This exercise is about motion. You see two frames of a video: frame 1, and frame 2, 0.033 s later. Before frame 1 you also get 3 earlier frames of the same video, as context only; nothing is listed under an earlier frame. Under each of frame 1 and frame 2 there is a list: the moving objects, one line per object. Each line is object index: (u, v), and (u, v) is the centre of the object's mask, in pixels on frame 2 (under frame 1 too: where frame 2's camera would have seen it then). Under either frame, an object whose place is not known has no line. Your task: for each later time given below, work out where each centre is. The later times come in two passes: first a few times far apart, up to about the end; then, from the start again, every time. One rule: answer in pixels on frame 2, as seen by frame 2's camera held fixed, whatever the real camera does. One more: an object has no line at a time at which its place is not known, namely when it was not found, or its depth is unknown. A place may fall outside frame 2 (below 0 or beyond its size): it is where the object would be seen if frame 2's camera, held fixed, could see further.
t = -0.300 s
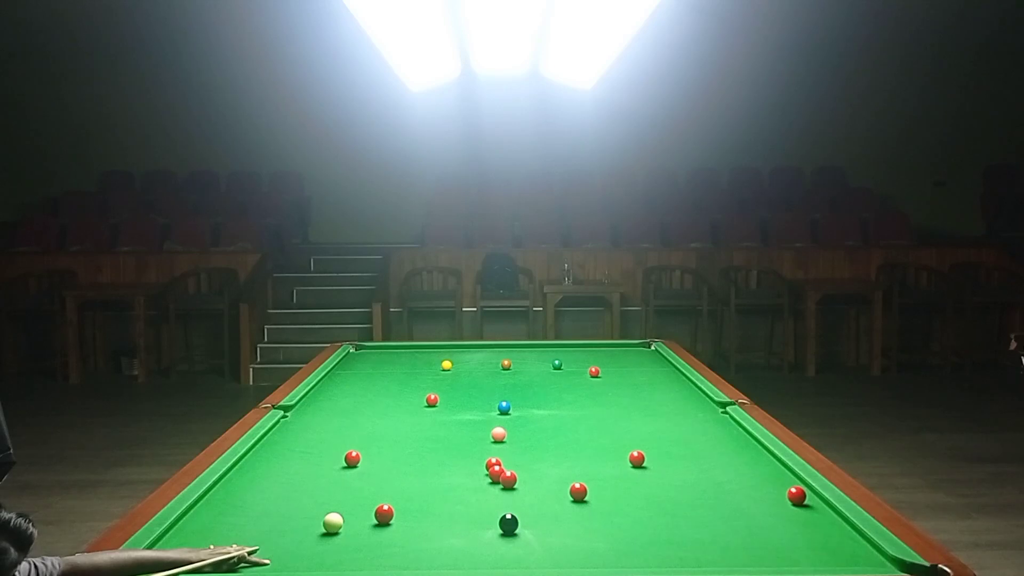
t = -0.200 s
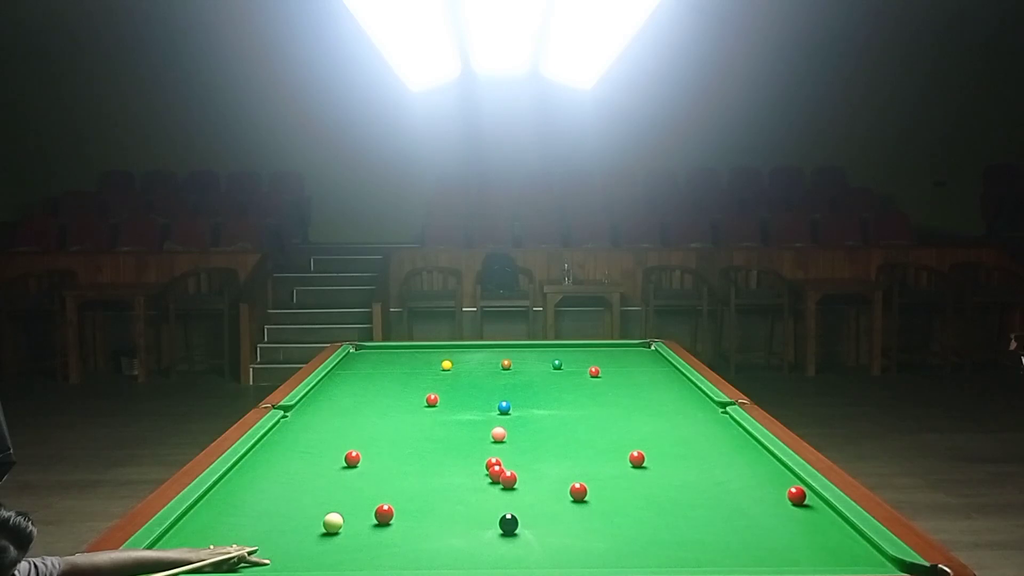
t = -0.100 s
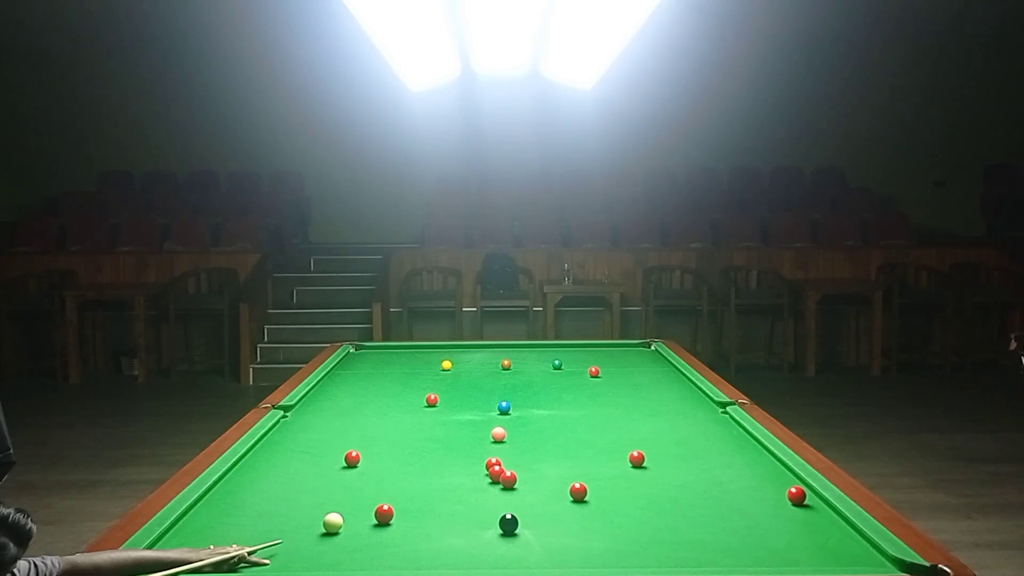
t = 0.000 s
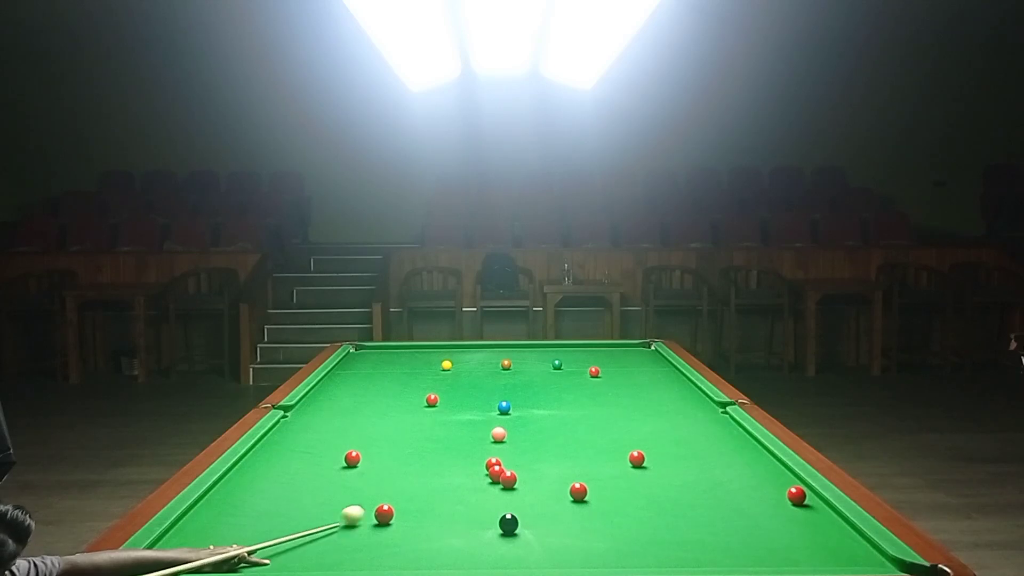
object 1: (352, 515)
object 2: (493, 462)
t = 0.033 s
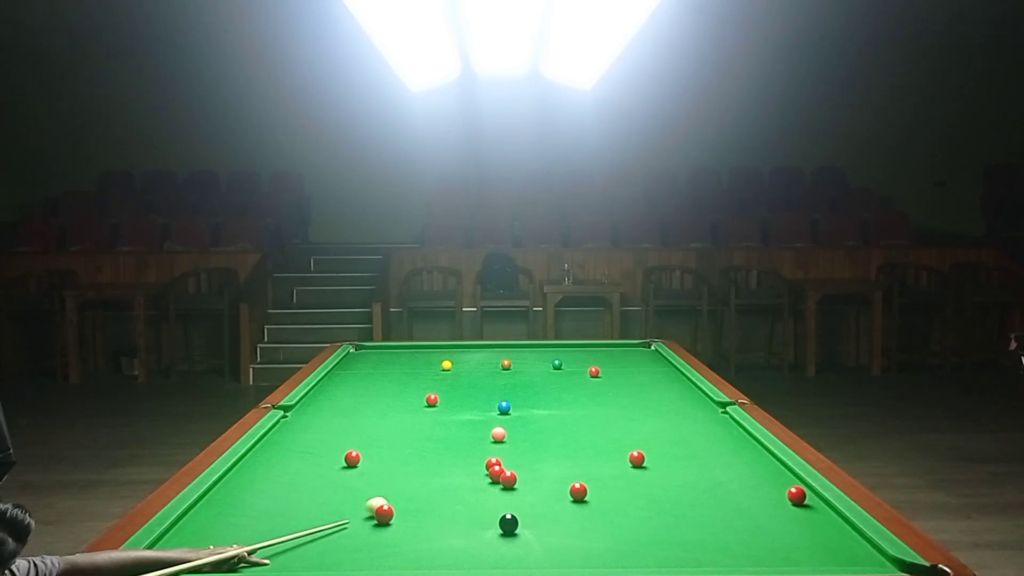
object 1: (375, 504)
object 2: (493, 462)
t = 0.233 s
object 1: (480, 468)
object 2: (498, 461)
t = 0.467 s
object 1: (469, 464)
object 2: (584, 442)
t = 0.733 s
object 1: (457, 460)
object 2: (653, 425)
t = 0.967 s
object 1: (448, 457)
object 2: (705, 411)
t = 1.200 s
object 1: (440, 454)
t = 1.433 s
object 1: (433, 452)
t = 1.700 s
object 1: (427, 449)
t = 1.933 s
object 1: (421, 447)
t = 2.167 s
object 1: (417, 446)
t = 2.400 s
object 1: (414, 445)
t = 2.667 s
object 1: (411, 444)
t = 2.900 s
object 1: (409, 443)
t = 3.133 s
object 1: (407, 443)
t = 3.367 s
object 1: (407, 443)
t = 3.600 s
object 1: (407, 443)
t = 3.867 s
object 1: (407, 443)
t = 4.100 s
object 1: (407, 443)
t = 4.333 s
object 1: (407, 443)
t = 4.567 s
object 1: (407, 442)
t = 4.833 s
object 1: (407, 442)
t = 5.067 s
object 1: (407, 443)
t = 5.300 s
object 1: (407, 443)
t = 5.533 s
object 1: (407, 443)
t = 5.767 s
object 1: (407, 443)
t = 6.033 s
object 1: (407, 442)
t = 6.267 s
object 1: (407, 443)
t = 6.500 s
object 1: (407, 443)
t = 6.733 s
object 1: (407, 443)
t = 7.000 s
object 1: (407, 443)
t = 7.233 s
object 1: (407, 443)
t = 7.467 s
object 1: (407, 443)
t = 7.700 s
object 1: (407, 443)
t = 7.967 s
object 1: (407, 443)
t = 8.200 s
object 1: (407, 443)
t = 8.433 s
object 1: (407, 443)
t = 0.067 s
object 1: (399, 498)
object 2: (493, 462)
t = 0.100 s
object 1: (419, 491)
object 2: (493, 462)
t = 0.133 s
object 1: (438, 484)
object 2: (493, 462)
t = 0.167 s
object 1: (455, 477)
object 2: (493, 462)
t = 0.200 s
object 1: (470, 472)
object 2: (493, 462)
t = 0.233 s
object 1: (480, 468)
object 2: (498, 461)
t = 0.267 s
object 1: (478, 467)
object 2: (513, 460)
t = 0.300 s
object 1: (477, 467)
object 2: (527, 456)
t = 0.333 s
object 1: (475, 466)
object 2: (540, 453)
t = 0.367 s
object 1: (473, 466)
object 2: (552, 450)
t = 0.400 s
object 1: (472, 465)
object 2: (563, 447)
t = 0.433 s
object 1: (470, 465)
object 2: (574, 445)
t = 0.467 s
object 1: (469, 464)
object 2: (584, 442)
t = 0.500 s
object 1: (467, 464)
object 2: (593, 440)
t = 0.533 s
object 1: (466, 463)
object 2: (602, 438)
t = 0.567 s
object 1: (464, 463)
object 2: (611, 435)
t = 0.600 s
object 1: (463, 462)
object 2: (620, 433)
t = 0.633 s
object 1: (461, 461)
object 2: (629, 431)
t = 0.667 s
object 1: (460, 461)
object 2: (637, 429)
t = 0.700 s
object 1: (458, 460)
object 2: (645, 427)
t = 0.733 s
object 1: (457, 460)
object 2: (653, 425)
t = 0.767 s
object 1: (456, 460)
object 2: (661, 423)
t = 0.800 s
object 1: (454, 459)
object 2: (669, 421)
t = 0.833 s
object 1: (453, 459)
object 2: (677, 419)
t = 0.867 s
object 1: (452, 458)
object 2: (684, 417)
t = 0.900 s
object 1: (451, 458)
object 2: (691, 415)
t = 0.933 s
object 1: (449, 457)
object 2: (699, 413)
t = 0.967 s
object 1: (448, 457)
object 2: (705, 411)
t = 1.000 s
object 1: (447, 456)
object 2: (713, 410)
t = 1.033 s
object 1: (446, 456)
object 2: (719, 408)
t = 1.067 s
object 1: (445, 455)
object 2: (725, 406)
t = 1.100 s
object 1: (444, 455)
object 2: (731, 404)
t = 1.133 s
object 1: (443, 455)
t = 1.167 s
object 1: (441, 454)
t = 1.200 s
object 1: (440, 454)
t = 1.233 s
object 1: (439, 454)
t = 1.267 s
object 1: (438, 453)
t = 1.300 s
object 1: (437, 453)
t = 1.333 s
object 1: (436, 453)
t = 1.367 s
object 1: (435, 452)
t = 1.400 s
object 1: (434, 452)
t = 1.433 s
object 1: (433, 452)
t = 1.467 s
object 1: (432, 451)
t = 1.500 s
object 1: (432, 451)
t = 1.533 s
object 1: (431, 451)
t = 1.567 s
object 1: (430, 451)
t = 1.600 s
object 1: (429, 450)
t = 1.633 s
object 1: (428, 450)
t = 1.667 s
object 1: (427, 450)
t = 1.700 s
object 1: (427, 449)
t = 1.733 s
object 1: (426, 449)
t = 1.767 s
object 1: (425, 449)
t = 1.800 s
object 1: (424, 448)
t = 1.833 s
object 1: (424, 448)
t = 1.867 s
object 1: (423, 448)
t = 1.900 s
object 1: (422, 448)
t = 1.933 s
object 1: (421, 447)
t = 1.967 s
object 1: (421, 447)
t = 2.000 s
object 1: (420, 447)
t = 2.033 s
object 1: (419, 447)
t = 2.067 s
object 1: (419, 447)
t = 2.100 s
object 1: (418, 446)
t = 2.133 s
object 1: (418, 446)
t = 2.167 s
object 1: (417, 446)
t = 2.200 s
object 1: (416, 446)
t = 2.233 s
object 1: (416, 446)
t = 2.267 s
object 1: (415, 445)
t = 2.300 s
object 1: (415, 445)
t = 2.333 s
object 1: (414, 445)
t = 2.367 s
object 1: (414, 445)
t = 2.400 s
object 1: (414, 445)
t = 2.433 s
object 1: (413, 445)
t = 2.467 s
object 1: (413, 444)
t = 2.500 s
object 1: (412, 444)
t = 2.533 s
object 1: (412, 444)
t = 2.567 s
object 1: (412, 444)
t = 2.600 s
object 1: (411, 444)
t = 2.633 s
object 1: (411, 444)
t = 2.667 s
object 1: (411, 444)
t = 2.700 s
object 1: (410, 444)
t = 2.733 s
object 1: (410, 443)
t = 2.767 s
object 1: (410, 443)
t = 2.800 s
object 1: (409, 443)
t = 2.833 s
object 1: (409, 443)
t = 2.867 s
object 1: (409, 443)
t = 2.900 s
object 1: (409, 443)
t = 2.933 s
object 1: (409, 443)
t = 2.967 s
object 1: (408, 443)
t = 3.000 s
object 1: (408, 443)
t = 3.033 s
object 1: (408, 443)
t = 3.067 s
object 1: (408, 443)
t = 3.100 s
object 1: (408, 443)
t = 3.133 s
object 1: (407, 443)
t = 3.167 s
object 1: (407, 443)
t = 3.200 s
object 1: (407, 443)
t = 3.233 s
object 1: (407, 443)
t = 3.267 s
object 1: (407, 443)
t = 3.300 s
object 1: (407, 443)
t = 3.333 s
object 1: (407, 443)
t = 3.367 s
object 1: (407, 443)
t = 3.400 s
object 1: (407, 443)
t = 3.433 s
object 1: (407, 443)
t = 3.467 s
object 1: (407, 443)
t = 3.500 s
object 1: (407, 443)
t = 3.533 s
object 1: (407, 443)
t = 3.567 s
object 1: (407, 443)
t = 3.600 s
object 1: (407, 443)
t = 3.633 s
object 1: (407, 443)
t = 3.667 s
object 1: (407, 443)
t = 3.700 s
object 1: (407, 443)
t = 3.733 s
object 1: (407, 443)
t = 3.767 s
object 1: (407, 443)
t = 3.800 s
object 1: (407, 443)
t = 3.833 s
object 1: (407, 443)
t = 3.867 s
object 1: (407, 443)
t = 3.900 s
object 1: (407, 443)
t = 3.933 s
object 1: (407, 443)
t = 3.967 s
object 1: (407, 443)
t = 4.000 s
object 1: (407, 443)
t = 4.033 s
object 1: (407, 443)
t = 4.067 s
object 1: (407, 443)
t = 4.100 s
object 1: (407, 443)
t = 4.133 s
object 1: (407, 443)
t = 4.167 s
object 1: (407, 443)
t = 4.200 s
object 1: (407, 443)
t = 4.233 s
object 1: (407, 443)
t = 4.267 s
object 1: (407, 442)
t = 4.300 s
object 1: (407, 443)
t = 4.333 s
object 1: (407, 443)
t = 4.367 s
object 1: (407, 443)
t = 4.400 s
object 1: (407, 443)
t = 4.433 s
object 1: (407, 443)
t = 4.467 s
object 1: (407, 443)
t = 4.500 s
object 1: (407, 443)
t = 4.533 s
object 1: (407, 443)
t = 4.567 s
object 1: (407, 442)
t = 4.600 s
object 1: (407, 442)
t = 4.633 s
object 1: (407, 442)
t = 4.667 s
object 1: (407, 442)
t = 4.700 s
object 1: (407, 443)
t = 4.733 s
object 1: (407, 443)
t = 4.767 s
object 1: (407, 443)
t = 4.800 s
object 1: (407, 443)
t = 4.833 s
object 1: (407, 442)
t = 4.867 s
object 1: (407, 442)
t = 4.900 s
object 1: (407, 442)
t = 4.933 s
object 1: (407, 442)
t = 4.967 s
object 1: (407, 443)
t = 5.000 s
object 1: (407, 442)
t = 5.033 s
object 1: (407, 443)
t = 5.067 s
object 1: (407, 443)
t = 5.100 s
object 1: (407, 443)
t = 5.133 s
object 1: (407, 443)
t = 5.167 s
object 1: (407, 443)
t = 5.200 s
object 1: (407, 443)
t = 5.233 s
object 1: (407, 443)
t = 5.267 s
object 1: (407, 443)
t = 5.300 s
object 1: (407, 443)
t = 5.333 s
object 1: (407, 443)
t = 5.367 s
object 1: (407, 443)
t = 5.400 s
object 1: (407, 442)
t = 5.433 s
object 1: (407, 443)
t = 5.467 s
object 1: (407, 442)
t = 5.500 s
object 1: (407, 443)
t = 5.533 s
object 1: (407, 443)
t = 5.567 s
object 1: (407, 443)
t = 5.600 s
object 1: (407, 443)
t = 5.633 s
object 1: (407, 443)
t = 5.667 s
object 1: (407, 443)
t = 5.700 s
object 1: (407, 443)
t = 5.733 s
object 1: (407, 443)
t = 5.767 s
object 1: (407, 443)
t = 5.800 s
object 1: (407, 442)
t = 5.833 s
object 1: (407, 443)
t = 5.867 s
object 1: (407, 443)
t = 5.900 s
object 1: (407, 443)
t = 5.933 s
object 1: (407, 443)
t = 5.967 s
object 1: (407, 443)
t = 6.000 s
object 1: (407, 443)
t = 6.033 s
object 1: (407, 442)
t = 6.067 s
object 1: (407, 443)
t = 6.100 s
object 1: (407, 443)
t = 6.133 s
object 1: (407, 443)
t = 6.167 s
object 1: (407, 443)
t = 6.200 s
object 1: (407, 443)
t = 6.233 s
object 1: (407, 443)
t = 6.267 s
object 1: (407, 443)
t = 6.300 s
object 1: (407, 443)
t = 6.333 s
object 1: (407, 443)
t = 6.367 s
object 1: (407, 443)
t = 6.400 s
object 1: (407, 443)
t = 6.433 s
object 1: (407, 443)
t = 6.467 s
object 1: (407, 443)
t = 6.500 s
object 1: (407, 443)
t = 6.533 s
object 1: (407, 443)
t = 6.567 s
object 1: (407, 443)
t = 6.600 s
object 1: (407, 443)
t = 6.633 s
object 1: (407, 443)
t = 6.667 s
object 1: (407, 443)
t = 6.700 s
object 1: (407, 443)
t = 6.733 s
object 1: (407, 443)
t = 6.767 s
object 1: (407, 443)
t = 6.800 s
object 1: (407, 443)
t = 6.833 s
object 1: (407, 443)
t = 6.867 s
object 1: (407, 443)
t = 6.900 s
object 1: (407, 443)
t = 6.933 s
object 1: (407, 443)
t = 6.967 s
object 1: (407, 443)
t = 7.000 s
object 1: (407, 443)
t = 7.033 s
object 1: (407, 443)
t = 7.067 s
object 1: (407, 443)
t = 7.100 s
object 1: (407, 443)
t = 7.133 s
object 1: (407, 443)
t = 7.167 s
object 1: (407, 443)
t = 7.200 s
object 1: (407, 443)
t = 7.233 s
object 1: (407, 443)
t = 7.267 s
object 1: (407, 443)
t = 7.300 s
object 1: (407, 443)
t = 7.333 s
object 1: (407, 443)
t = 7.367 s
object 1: (407, 443)
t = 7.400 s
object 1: (407, 443)
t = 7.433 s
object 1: (407, 443)
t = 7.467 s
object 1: (407, 443)
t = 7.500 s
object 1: (407, 443)
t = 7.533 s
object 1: (407, 443)
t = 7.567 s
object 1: (407, 443)
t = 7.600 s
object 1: (407, 443)
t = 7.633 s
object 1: (407, 443)
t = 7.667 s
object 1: (407, 443)
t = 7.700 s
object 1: (407, 443)
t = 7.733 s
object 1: (407, 443)
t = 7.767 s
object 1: (407, 443)
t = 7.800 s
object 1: (407, 443)
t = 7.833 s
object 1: (407, 443)
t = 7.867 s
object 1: (407, 443)
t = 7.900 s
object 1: (407, 443)
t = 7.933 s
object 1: (407, 442)
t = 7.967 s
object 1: (407, 443)
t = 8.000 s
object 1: (407, 443)
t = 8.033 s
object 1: (407, 443)
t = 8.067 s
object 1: (407, 443)
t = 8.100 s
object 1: (407, 442)
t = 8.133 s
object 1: (407, 443)
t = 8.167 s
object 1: (407, 443)
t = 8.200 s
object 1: (407, 443)
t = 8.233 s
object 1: (407, 443)
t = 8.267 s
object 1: (407, 443)
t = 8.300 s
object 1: (407, 443)
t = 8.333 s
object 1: (407, 443)
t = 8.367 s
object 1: (407, 443)
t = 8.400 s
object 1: (407, 443)
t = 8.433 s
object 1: (407, 443)
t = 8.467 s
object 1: (407, 443)
